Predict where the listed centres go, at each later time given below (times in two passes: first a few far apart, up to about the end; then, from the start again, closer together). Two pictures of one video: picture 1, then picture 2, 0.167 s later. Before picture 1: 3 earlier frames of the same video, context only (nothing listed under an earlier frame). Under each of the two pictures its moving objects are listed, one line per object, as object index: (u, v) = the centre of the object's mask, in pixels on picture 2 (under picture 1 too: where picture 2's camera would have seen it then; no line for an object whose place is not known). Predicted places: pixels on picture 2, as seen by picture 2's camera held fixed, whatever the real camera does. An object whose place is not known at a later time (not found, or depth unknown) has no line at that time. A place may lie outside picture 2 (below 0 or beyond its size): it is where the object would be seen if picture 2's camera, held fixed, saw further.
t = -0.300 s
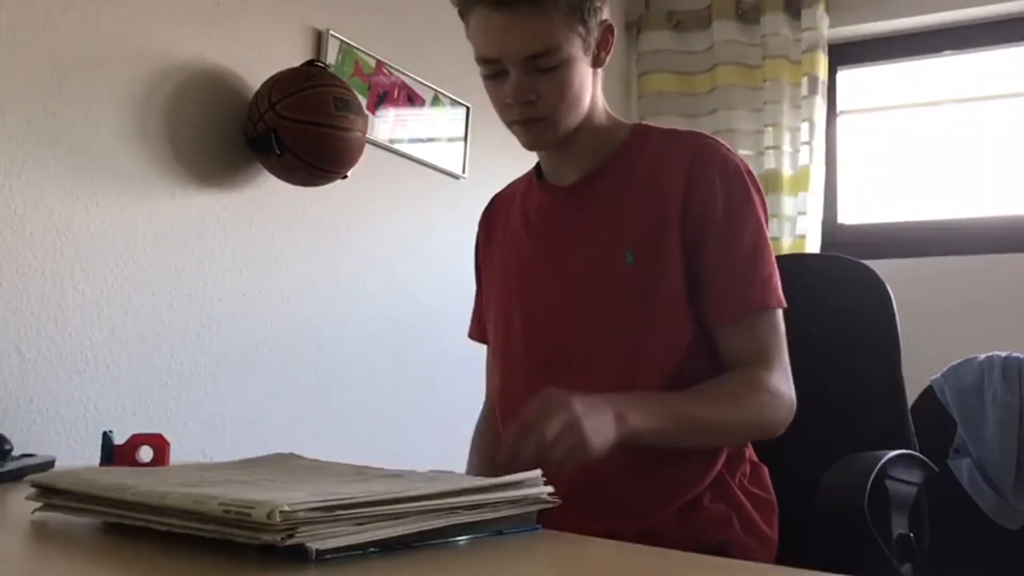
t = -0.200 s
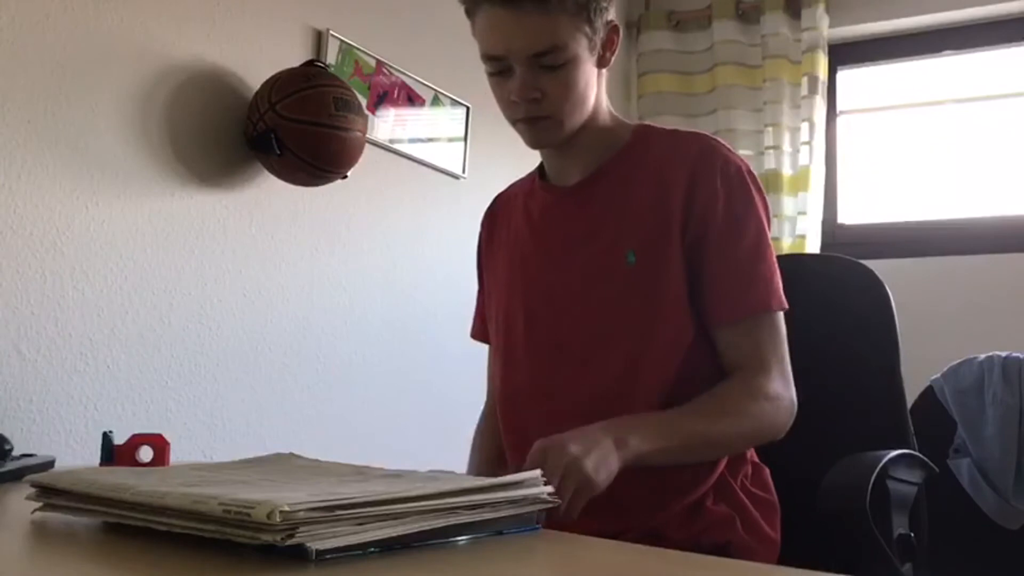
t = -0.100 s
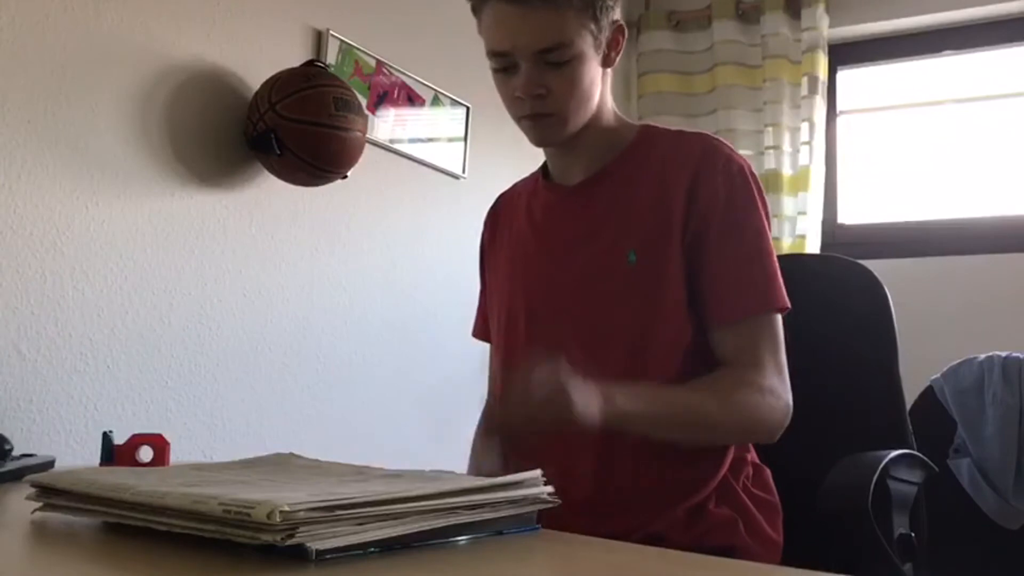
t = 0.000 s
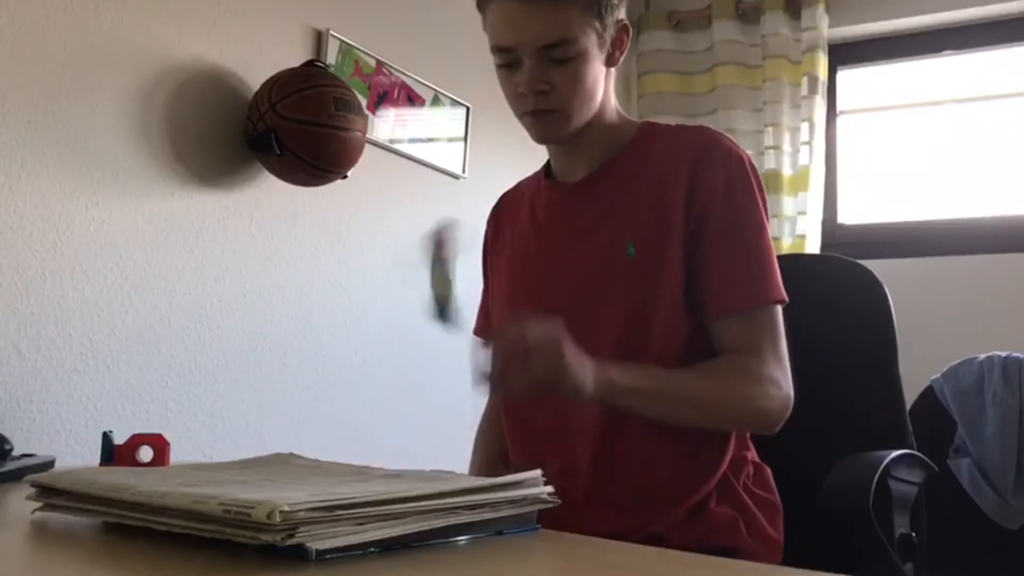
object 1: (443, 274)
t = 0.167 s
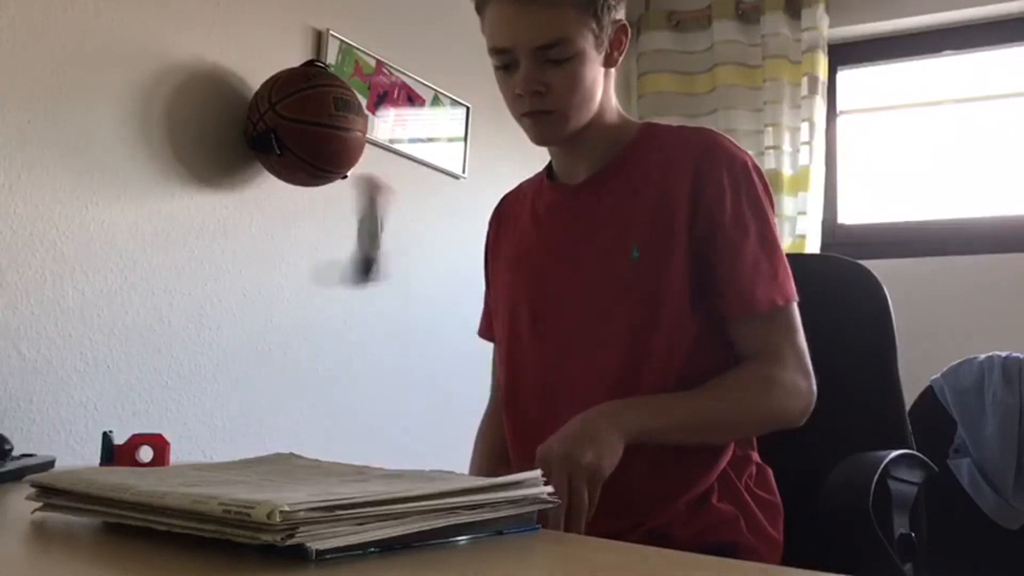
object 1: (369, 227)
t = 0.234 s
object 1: (338, 327)
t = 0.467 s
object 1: (200, 461)
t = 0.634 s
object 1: (192, 461)
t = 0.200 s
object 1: (368, 266)
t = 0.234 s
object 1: (338, 327)
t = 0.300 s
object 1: (289, 422)
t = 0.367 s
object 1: (242, 440)
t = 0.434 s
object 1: (216, 449)
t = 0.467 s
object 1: (200, 461)
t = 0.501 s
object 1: (196, 461)
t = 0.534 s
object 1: (195, 461)
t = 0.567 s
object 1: (194, 461)
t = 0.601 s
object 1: (194, 461)
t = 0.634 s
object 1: (192, 461)
